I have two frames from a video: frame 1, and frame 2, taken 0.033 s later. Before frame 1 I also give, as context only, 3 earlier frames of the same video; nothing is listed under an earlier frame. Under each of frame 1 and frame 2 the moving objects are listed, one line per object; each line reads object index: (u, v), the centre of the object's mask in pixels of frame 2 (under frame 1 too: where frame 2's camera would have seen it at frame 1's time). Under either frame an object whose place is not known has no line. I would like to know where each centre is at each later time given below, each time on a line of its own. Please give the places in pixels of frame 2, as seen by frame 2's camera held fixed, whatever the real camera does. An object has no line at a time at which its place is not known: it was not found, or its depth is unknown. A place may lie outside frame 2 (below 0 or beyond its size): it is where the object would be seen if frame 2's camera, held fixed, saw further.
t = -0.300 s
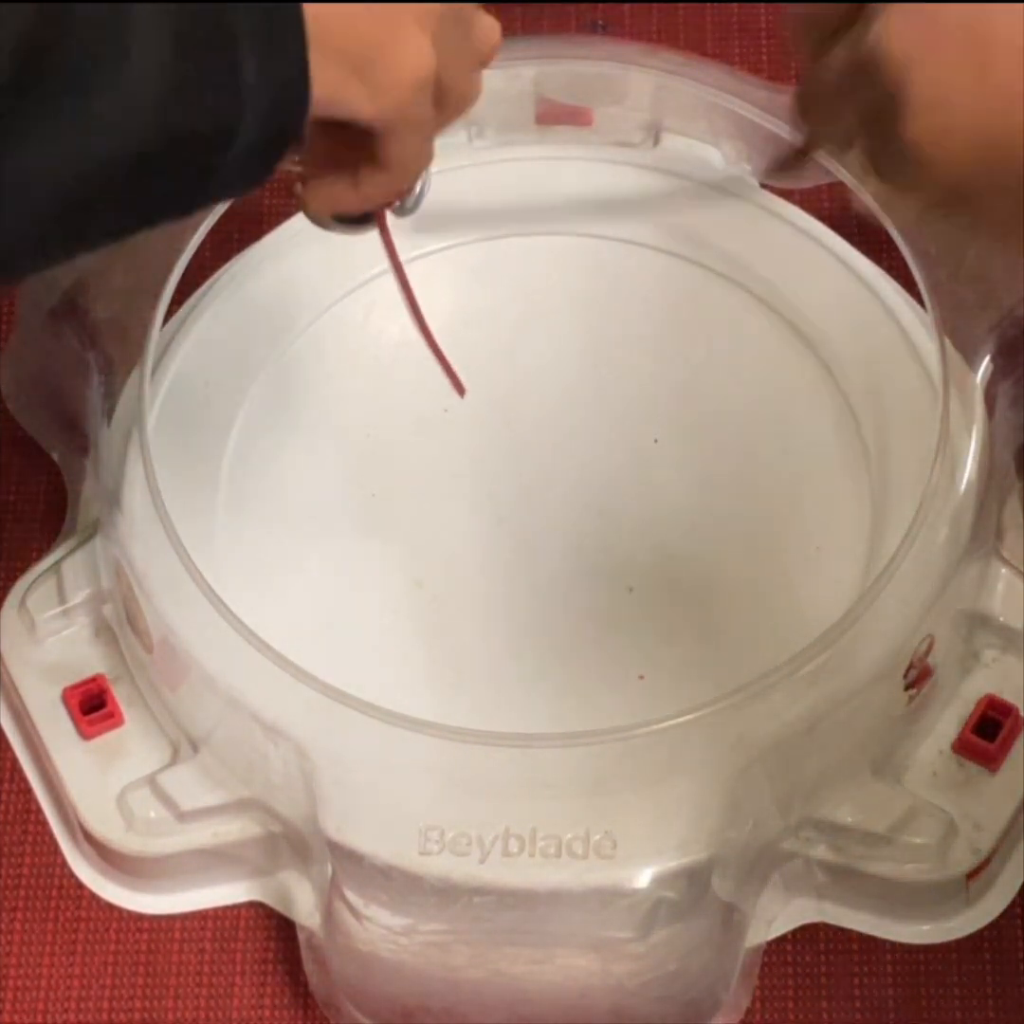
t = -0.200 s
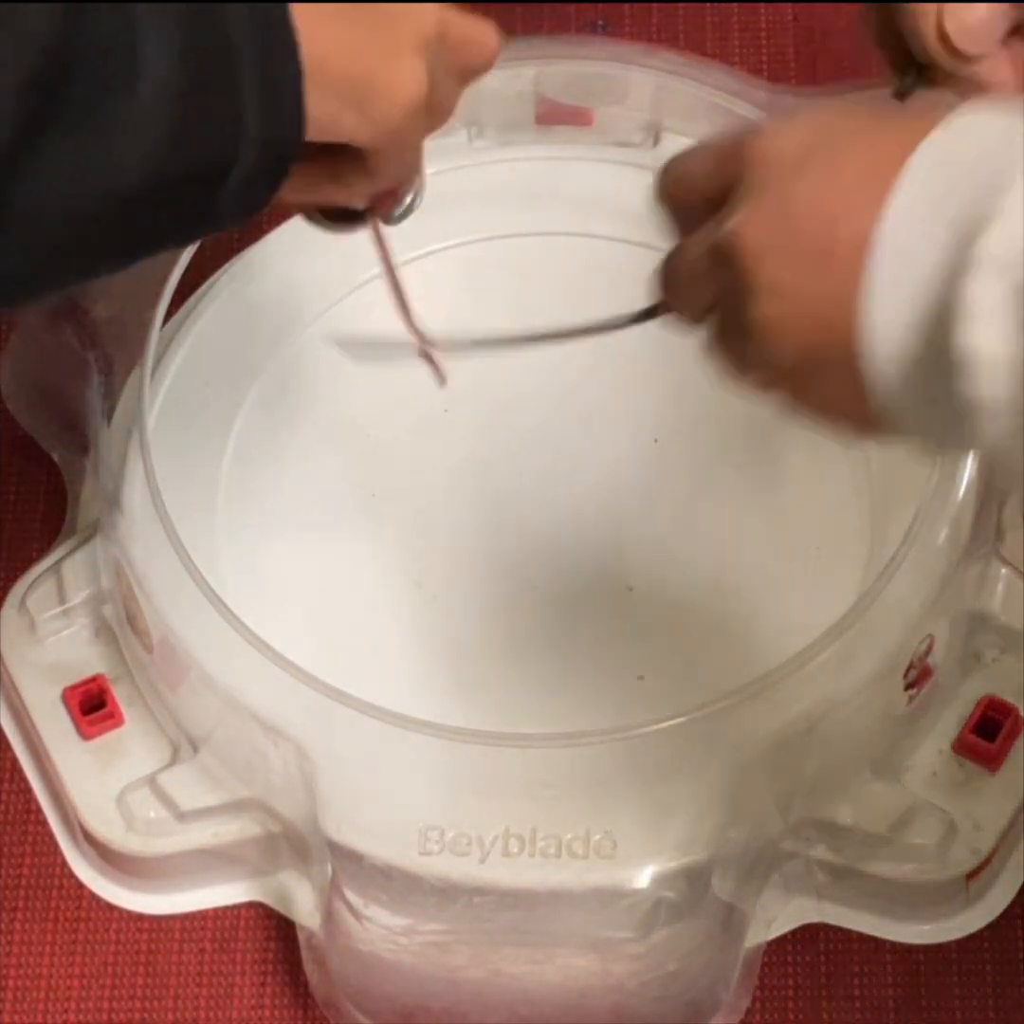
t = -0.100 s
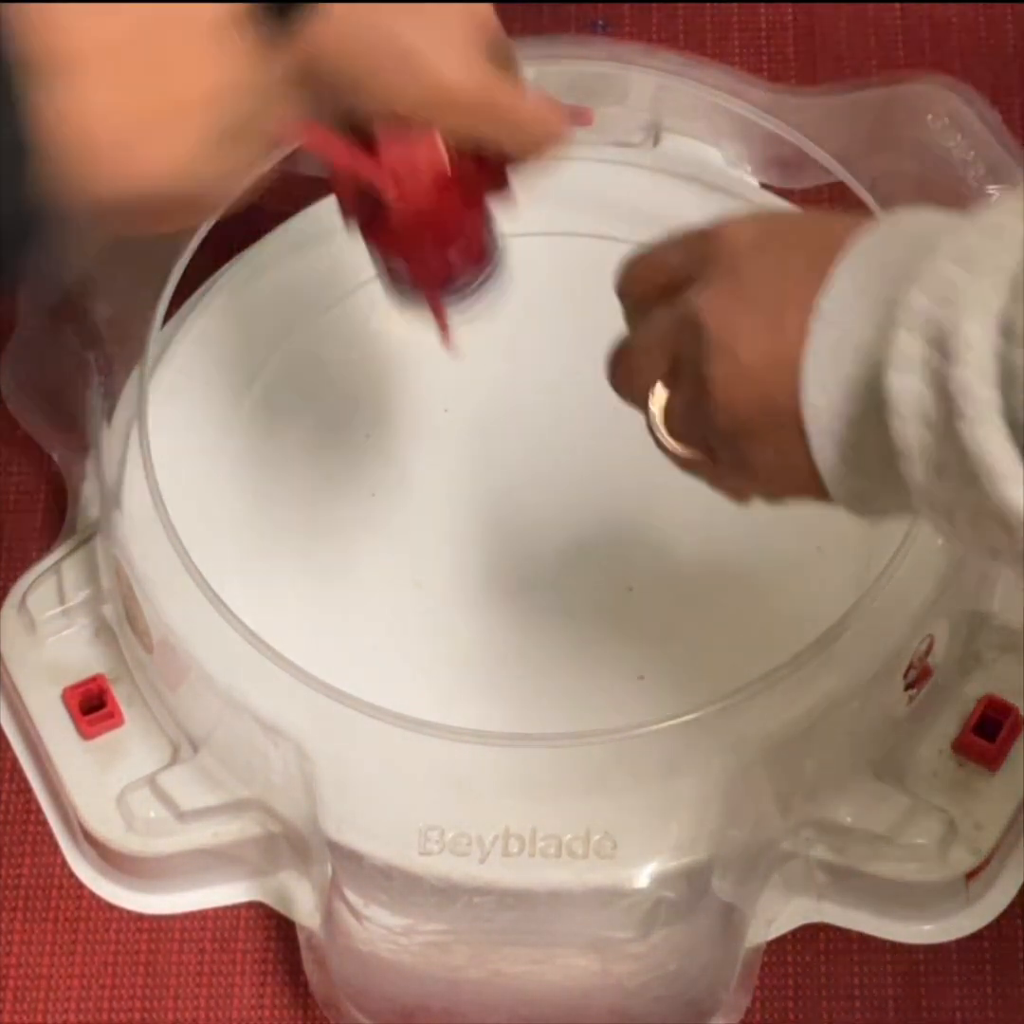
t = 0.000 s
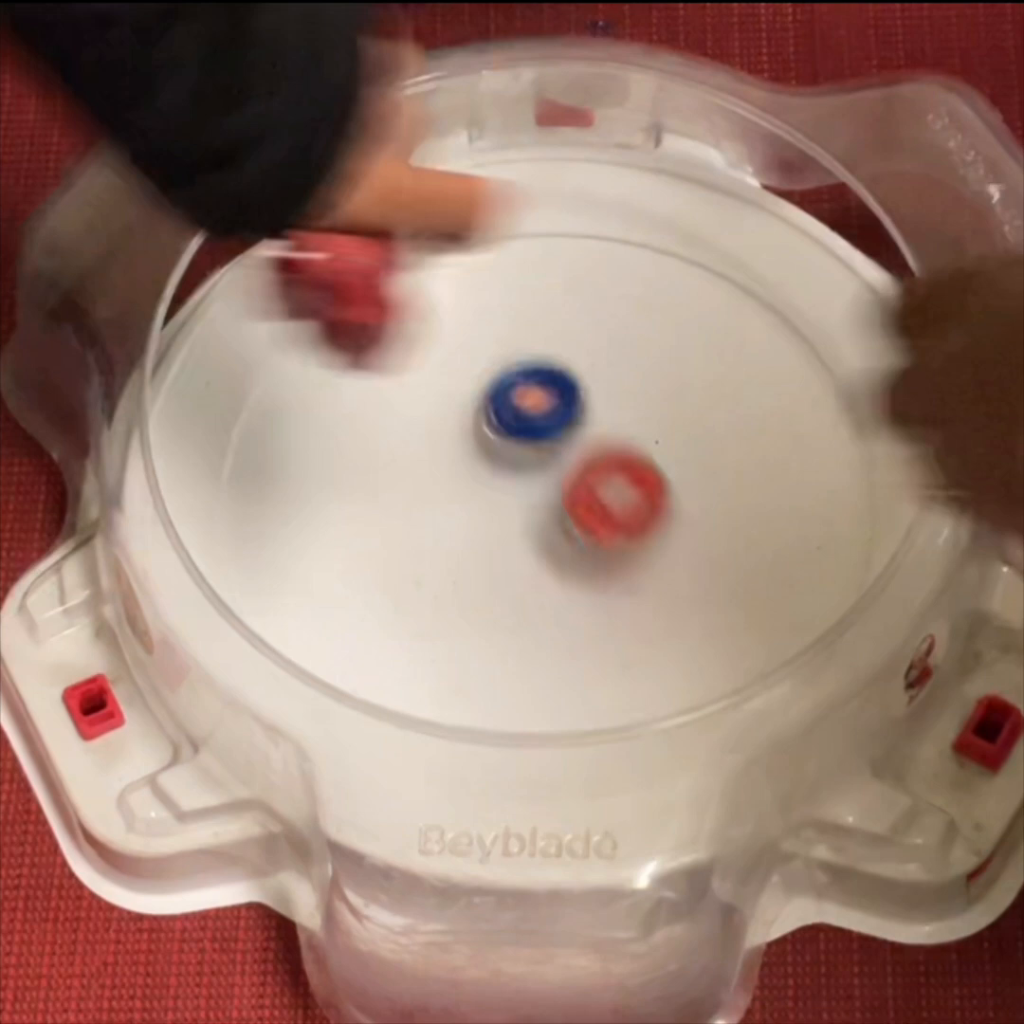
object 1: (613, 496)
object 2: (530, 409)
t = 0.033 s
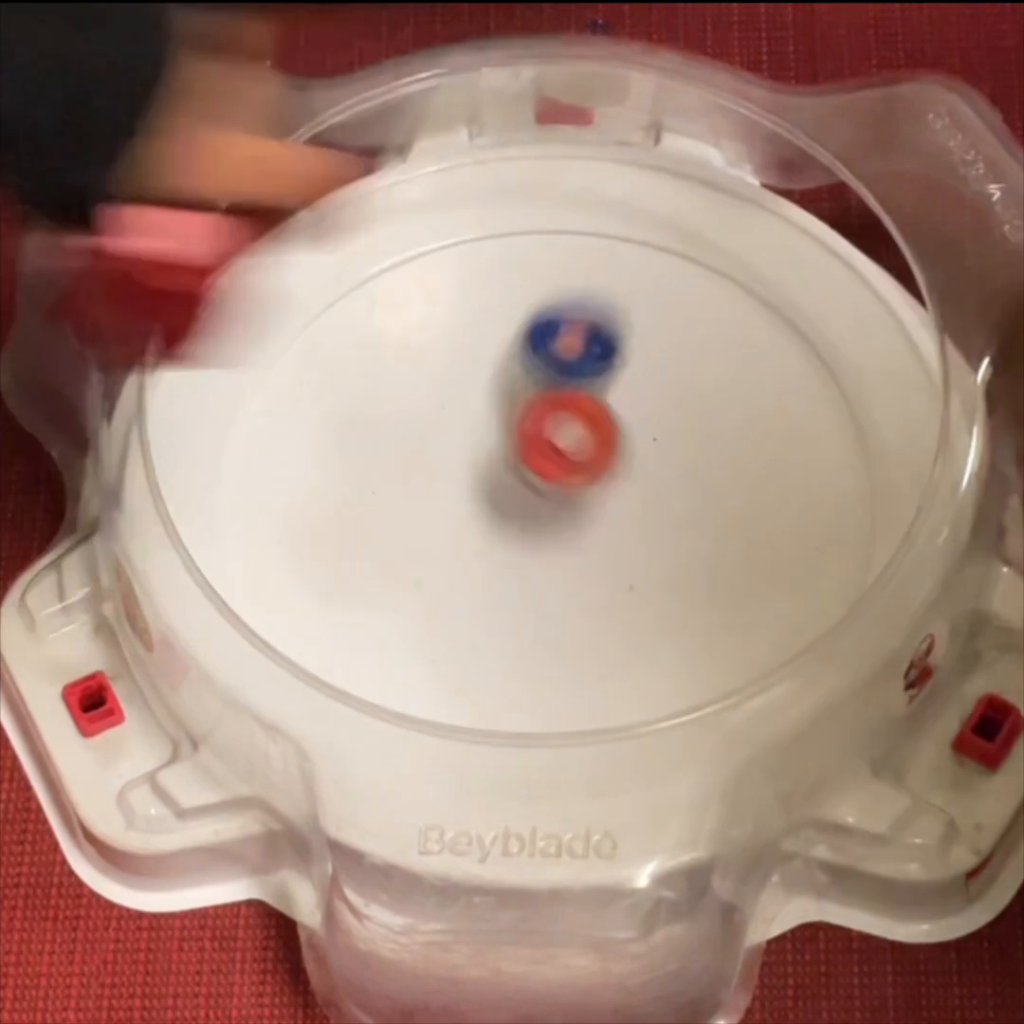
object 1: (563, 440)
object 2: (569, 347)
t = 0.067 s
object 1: (513, 410)
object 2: (613, 270)
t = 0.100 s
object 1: (463, 398)
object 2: (660, 206)
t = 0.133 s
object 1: (412, 400)
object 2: (706, 160)
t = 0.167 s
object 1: (373, 406)
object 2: (744, 137)
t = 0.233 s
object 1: (335, 384)
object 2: (750, 251)
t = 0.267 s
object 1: (327, 384)
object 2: (714, 317)
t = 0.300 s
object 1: (327, 389)
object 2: (660, 392)
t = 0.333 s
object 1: (333, 399)
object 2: (604, 453)
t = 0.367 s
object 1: (343, 410)
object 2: (545, 510)
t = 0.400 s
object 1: (356, 420)
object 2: (493, 555)
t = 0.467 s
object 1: (386, 437)
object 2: (407, 628)
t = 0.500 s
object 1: (403, 442)
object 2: (381, 654)
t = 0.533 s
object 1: (419, 446)
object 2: (370, 669)
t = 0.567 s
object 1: (436, 447)
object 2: (369, 696)
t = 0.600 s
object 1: (452, 447)
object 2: (378, 712)
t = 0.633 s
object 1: (468, 447)
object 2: (400, 726)
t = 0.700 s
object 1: (499, 442)
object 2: (477, 740)
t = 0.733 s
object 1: (514, 439)
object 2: (527, 739)
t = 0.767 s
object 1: (529, 434)
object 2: (581, 728)
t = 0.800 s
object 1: (542, 429)
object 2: (624, 693)
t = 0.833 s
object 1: (554, 423)
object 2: (662, 673)
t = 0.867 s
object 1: (563, 417)
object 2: (692, 641)
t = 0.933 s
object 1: (582, 408)
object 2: (717, 557)
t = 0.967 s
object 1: (588, 405)
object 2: (710, 514)
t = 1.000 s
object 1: (594, 403)
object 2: (696, 475)
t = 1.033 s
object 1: (565, 376)
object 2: (700, 461)
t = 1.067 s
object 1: (532, 346)
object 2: (707, 449)
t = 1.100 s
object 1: (504, 327)
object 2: (702, 438)
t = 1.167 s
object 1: (469, 319)
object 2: (665, 407)
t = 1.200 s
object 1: (460, 328)
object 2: (636, 391)
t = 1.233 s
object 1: (455, 341)
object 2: (603, 376)
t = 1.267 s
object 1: (446, 356)
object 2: (572, 367)
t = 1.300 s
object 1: (391, 364)
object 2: (586, 369)
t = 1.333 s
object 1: (344, 378)
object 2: (595, 372)
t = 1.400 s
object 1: (285, 433)
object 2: (583, 381)
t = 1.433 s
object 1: (276, 472)
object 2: (566, 386)
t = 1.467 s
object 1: (280, 515)
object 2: (543, 389)
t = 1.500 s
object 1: (297, 560)
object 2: (513, 399)
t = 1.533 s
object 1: (328, 601)
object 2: (488, 416)
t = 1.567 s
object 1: (369, 636)
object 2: (467, 439)
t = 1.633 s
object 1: (473, 677)
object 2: (450, 502)
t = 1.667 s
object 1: (528, 683)
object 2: (455, 535)
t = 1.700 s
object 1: (582, 681)
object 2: (469, 564)
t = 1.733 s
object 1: (633, 669)
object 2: (492, 588)
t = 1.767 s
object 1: (680, 653)
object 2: (523, 607)
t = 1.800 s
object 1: (723, 626)
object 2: (557, 617)
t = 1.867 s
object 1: (781, 554)
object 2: (630, 614)
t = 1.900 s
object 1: (795, 514)
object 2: (664, 601)
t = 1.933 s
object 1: (798, 471)
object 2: (694, 582)
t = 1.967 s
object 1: (792, 424)
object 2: (717, 557)
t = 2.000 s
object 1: (776, 384)
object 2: (732, 527)
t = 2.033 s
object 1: (749, 347)
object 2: (740, 492)
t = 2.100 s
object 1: (673, 296)
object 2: (727, 419)
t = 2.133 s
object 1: (624, 286)
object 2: (707, 391)
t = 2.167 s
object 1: (574, 282)
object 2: (676, 367)
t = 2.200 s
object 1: (524, 289)
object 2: (639, 348)
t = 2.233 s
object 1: (476, 304)
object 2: (600, 339)
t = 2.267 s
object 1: (432, 327)
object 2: (559, 339)
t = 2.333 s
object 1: (361, 394)
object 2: (477, 366)
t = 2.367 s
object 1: (331, 437)
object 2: (444, 391)
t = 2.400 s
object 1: (315, 484)
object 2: (416, 424)
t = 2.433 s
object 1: (311, 530)
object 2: (397, 458)
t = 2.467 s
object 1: (305, 582)
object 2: (400, 494)
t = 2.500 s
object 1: (299, 642)
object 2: (415, 520)
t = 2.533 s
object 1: (313, 687)
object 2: (434, 551)
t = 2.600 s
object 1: (403, 741)
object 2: (493, 605)
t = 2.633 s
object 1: (452, 761)
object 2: (532, 619)
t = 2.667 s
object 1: (509, 765)
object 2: (573, 625)
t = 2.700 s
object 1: (566, 764)
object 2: (613, 623)
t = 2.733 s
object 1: (619, 759)
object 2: (650, 612)
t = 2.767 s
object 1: (672, 742)
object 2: (682, 594)
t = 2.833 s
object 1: (737, 665)
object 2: (727, 539)
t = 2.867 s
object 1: (767, 640)
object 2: (736, 508)
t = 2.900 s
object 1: (790, 612)
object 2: (740, 474)
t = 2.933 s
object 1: (805, 579)
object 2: (734, 443)
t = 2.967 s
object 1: (809, 540)
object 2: (720, 412)
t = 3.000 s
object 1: (798, 497)
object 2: (698, 382)
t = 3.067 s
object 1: (751, 423)
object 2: (635, 347)
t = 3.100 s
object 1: (718, 392)
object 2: (597, 340)
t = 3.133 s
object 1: (680, 368)
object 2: (555, 340)
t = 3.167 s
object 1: (637, 349)
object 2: (514, 347)
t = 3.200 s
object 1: (593, 338)
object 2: (479, 362)
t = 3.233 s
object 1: (555, 332)
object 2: (432, 385)
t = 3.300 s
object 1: (474, 334)
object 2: (361, 455)
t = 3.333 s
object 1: (430, 347)
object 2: (343, 496)
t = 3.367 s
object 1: (391, 369)
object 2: (340, 538)
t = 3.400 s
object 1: (357, 397)
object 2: (346, 576)
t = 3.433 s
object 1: (331, 432)
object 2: (360, 611)
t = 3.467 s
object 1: (313, 471)
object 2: (386, 642)
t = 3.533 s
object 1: (307, 553)
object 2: (464, 686)
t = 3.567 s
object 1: (321, 590)
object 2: (507, 696)
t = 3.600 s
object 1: (347, 625)
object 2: (555, 700)
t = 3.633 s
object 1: (383, 649)
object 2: (605, 696)
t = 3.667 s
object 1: (425, 670)
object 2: (650, 685)
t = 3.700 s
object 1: (468, 681)
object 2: (689, 671)
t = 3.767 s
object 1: (556, 684)
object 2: (744, 626)
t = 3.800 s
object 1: (599, 673)
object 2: (765, 592)
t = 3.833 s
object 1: (638, 655)
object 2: (775, 557)
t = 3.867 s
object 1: (670, 631)
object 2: (775, 521)
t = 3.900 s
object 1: (696, 601)
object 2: (766, 484)
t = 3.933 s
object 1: (713, 567)
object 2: (750, 450)
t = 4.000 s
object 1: (724, 500)
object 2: (697, 392)
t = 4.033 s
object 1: (725, 513)
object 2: (655, 321)
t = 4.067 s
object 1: (720, 523)
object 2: (606, 264)
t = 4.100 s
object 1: (710, 528)
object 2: (557, 219)
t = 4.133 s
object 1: (698, 526)
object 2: (505, 202)
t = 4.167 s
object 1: (687, 524)
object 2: (456, 201)
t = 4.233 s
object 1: (668, 516)
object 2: (368, 214)
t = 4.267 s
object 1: (658, 512)
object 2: (326, 230)
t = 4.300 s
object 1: (648, 509)
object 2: (286, 253)
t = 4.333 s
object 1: (638, 505)
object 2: (251, 281)
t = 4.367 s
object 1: (629, 502)
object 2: (220, 310)
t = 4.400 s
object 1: (621, 501)
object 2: (198, 343)
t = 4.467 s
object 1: (602, 498)
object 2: (153, 416)
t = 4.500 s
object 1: (593, 497)
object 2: (161, 453)
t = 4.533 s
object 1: (584, 497)
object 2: (175, 489)
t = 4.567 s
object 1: (575, 496)
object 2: (188, 525)
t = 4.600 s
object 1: (566, 497)
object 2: (204, 565)
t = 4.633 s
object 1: (557, 498)
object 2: (230, 600)
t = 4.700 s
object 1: (542, 501)
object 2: (299, 665)
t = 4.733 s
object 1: (536, 504)
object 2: (340, 688)
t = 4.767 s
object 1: (531, 506)
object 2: (390, 707)
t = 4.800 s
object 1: (525, 508)
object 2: (439, 715)
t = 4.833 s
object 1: (519, 510)
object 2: (489, 716)
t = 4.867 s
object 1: (515, 512)
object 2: (538, 697)
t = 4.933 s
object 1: (508, 514)
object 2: (622, 675)
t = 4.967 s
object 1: (505, 515)
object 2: (655, 655)
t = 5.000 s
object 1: (502, 516)
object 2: (685, 629)
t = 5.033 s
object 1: (498, 517)
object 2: (710, 598)
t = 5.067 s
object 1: (496, 519)
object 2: (728, 565)
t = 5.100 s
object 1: (494, 519)
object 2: (736, 533)
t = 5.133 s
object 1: (491, 519)
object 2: (742, 498)
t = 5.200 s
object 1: (487, 521)
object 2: (732, 427)
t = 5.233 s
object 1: (485, 521)
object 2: (719, 393)
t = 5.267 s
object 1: (483, 522)
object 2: (698, 365)
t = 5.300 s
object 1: (483, 522)
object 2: (673, 340)
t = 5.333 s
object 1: (481, 522)
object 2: (645, 318)
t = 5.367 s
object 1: (481, 522)
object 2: (613, 304)
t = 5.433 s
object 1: (481, 520)
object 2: (544, 290)
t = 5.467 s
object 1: (481, 520)
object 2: (509, 293)
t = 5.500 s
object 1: (482, 520)
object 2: (472, 303)
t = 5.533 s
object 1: (482, 518)
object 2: (436, 320)
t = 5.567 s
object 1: (482, 518)
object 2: (403, 343)
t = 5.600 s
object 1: (482, 518)
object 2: (376, 374)
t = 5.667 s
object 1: (482, 514)
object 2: (345, 445)
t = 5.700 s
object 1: (483, 512)
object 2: (345, 485)
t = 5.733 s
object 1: (485, 510)
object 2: (352, 523)
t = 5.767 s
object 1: (486, 508)
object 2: (369, 561)
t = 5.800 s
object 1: (488, 506)
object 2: (392, 591)
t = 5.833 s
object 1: (488, 503)
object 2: (420, 614)
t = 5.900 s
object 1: (490, 501)
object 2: (489, 641)
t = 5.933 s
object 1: (491, 500)
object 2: (526, 646)
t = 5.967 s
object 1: (491, 499)
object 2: (561, 644)
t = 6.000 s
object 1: (493, 498)
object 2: (596, 640)
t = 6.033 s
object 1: (494, 496)
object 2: (629, 630)
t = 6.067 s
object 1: (495, 495)
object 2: (660, 615)
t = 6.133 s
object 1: (498, 494)
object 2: (710, 571)
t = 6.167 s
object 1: (500, 493)
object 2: (726, 544)
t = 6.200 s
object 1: (502, 492)
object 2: (736, 515)
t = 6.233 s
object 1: (503, 490)
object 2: (739, 483)
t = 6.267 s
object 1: (505, 488)
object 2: (735, 452)
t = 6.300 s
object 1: (508, 486)
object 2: (724, 422)
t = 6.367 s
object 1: (513, 484)
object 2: (680, 373)
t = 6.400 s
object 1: (515, 483)
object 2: (649, 355)
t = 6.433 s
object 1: (517, 482)
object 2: (616, 346)
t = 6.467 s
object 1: (520, 481)
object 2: (581, 341)
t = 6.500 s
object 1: (523, 480)
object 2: (545, 343)
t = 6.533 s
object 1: (525, 480)
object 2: (510, 352)
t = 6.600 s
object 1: (529, 479)
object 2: (449, 385)
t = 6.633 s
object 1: (530, 479)
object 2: (424, 410)
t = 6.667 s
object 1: (532, 479)
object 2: (407, 438)
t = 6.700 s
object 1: (534, 478)
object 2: (394, 470)
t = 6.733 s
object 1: (535, 478)
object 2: (390, 501)
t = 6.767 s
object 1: (536, 478)
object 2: (390, 532)
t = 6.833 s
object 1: (539, 479)
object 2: (409, 592)
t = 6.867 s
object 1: (540, 480)
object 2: (426, 618)
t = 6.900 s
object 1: (540, 481)
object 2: (451, 638)
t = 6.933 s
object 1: (541, 482)
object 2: (480, 653)
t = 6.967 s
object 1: (539, 483)
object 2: (511, 662)
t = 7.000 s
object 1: (539, 485)
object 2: (544, 668)
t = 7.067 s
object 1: (540, 487)
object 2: (613, 665)
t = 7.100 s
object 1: (547, 488)
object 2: (646, 653)
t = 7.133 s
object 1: (548, 489)
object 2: (675, 637)
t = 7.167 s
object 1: (549, 492)
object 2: (699, 619)
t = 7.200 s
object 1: (550, 493)
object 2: (719, 593)
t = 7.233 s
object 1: (551, 496)
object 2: (730, 564)
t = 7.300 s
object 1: (551, 500)
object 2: (729, 502)
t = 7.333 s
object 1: (551, 502)
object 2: (717, 472)
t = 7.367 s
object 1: (551, 504)
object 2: (698, 445)
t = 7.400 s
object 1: (552, 506)
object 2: (673, 421)
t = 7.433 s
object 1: (552, 508)
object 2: (644, 401)
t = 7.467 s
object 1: (553, 510)
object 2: (610, 389)
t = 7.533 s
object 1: (555, 513)
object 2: (539, 381)
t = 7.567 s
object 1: (555, 514)
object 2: (504, 385)
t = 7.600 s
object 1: (555, 515)
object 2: (471, 395)
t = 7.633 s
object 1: (555, 517)
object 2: (441, 411)
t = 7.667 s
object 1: (555, 518)
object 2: (415, 430)
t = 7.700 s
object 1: (555, 520)
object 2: (393, 452)
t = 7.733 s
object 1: (555, 521)
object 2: (378, 477)
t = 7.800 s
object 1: (553, 524)
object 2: (360, 533)
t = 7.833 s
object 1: (551, 525)
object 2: (360, 562)
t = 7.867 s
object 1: (550, 526)
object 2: (365, 591)
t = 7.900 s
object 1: (549, 527)
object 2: (376, 617)
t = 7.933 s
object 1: (547, 528)
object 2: (394, 641)
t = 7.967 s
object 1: (545, 529)
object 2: (420, 660)
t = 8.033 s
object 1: (541, 531)
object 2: (484, 679)
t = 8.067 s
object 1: (540, 531)
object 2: (519, 683)
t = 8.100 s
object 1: (538, 532)
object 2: (555, 681)
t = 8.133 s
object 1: (537, 532)
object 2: (589, 676)
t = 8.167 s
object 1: (536, 533)
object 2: (621, 661)
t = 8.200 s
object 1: (534, 532)
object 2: (648, 640)
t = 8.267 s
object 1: (531, 532)
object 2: (684, 586)
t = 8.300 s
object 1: (530, 533)
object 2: (690, 555)
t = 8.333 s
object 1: (527, 532)
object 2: (688, 524)
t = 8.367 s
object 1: (524, 532)
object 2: (678, 494)
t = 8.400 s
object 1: (521, 531)
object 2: (664, 465)
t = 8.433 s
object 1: (519, 530)
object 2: (644, 439)
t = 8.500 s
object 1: (515, 529)
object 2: (592, 400)
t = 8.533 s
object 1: (513, 529)
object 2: (562, 388)
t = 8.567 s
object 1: (510, 529)
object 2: (531, 381)
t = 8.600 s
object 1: (509, 529)
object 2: (498, 379)
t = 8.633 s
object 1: (508, 528)
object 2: (465, 381)
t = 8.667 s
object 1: (507, 528)
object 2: (435, 389)
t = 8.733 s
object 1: (504, 526)
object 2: (381, 417)
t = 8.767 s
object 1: (503, 525)
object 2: (359, 438)
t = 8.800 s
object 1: (502, 524)
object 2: (342, 462)
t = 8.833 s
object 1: (500, 523)
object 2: (332, 489)
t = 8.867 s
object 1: (499, 522)
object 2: (326, 518)
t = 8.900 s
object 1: (497, 520)
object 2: (327, 547)
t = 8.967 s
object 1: (495, 517)
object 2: (351, 601)
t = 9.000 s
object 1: (494, 515)
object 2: (374, 624)
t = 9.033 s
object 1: (494, 514)
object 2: (404, 642)
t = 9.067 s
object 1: (494, 512)
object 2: (439, 654)
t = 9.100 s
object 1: (494, 510)
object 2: (476, 659)
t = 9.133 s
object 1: (494, 508)
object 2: (512, 658)
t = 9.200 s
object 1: (496, 505)
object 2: (580, 637)
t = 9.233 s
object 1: (497, 503)
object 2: (610, 619)
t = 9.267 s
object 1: (497, 501)
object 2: (634, 597)
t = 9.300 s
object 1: (498, 499)
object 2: (652, 571)
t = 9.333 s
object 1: (498, 497)
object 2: (664, 543)
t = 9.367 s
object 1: (499, 496)
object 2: (668, 514)
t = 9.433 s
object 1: (501, 495)
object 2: (661, 455)
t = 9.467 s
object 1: (501, 495)
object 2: (648, 428)
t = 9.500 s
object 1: (501, 495)
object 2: (632, 403)
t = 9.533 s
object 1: (500, 495)
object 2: (610, 381)
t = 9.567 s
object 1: (501, 494)
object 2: (585, 364)
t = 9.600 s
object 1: (503, 494)
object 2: (557, 351)
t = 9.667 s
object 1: (506, 493)
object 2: (495, 339)
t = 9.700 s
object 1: (509, 493)
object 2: (464, 342)
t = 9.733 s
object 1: (512, 492)
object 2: (434, 351)
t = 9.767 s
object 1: (515, 492)
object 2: (407, 364)
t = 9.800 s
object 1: (517, 492)
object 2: (383, 384)
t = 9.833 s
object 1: (518, 492)
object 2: (364, 408)
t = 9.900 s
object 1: (523, 490)
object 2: (343, 466)
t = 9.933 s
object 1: (525, 490)
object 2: (343, 498)
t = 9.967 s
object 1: (528, 489)
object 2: (349, 527)
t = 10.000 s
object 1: (531, 489)
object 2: (363, 556)
